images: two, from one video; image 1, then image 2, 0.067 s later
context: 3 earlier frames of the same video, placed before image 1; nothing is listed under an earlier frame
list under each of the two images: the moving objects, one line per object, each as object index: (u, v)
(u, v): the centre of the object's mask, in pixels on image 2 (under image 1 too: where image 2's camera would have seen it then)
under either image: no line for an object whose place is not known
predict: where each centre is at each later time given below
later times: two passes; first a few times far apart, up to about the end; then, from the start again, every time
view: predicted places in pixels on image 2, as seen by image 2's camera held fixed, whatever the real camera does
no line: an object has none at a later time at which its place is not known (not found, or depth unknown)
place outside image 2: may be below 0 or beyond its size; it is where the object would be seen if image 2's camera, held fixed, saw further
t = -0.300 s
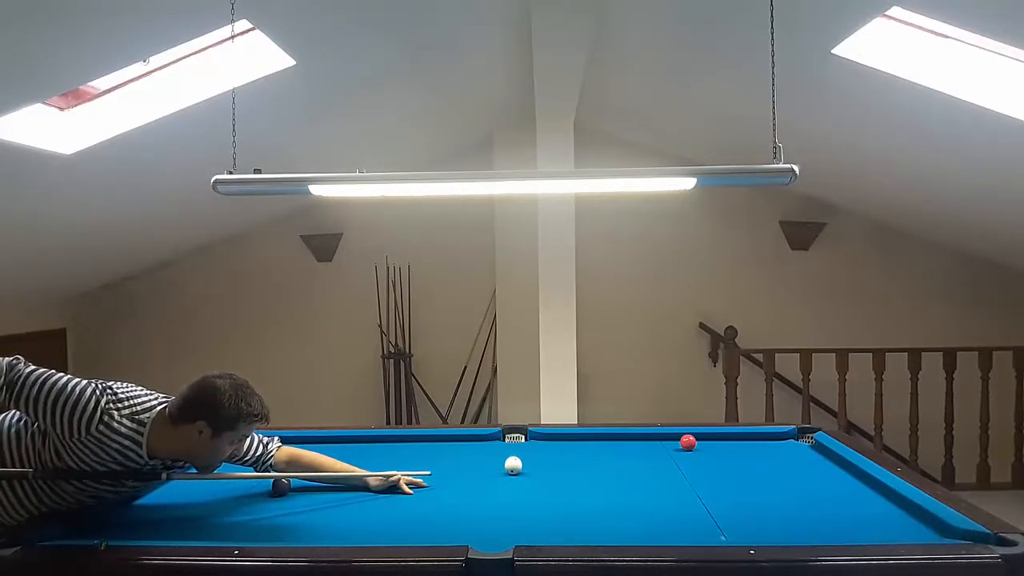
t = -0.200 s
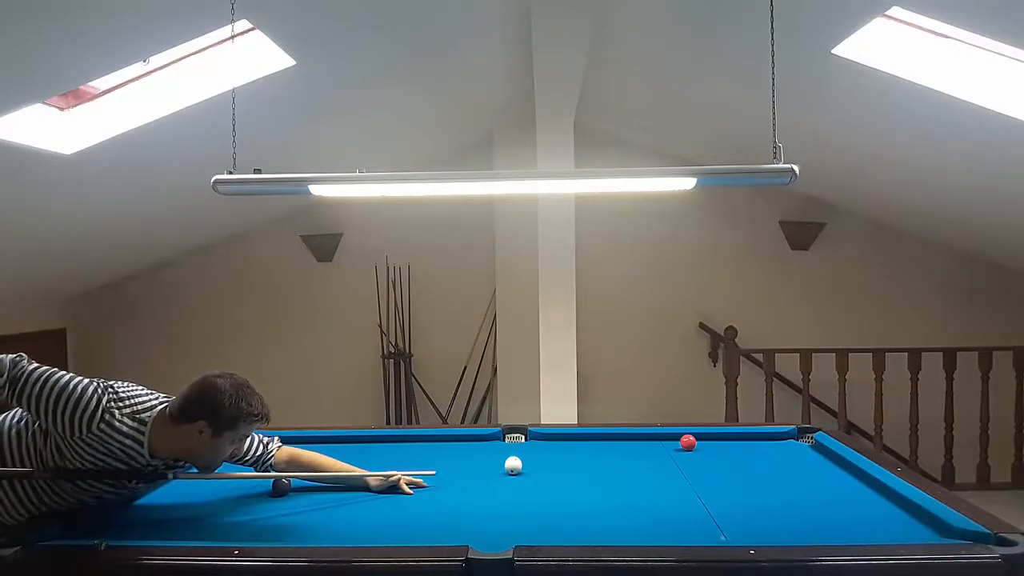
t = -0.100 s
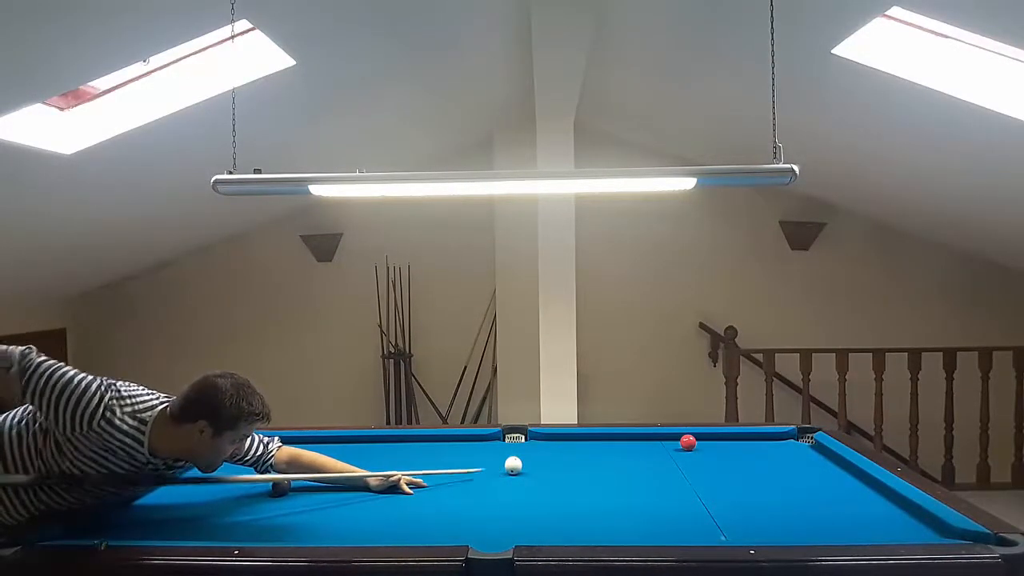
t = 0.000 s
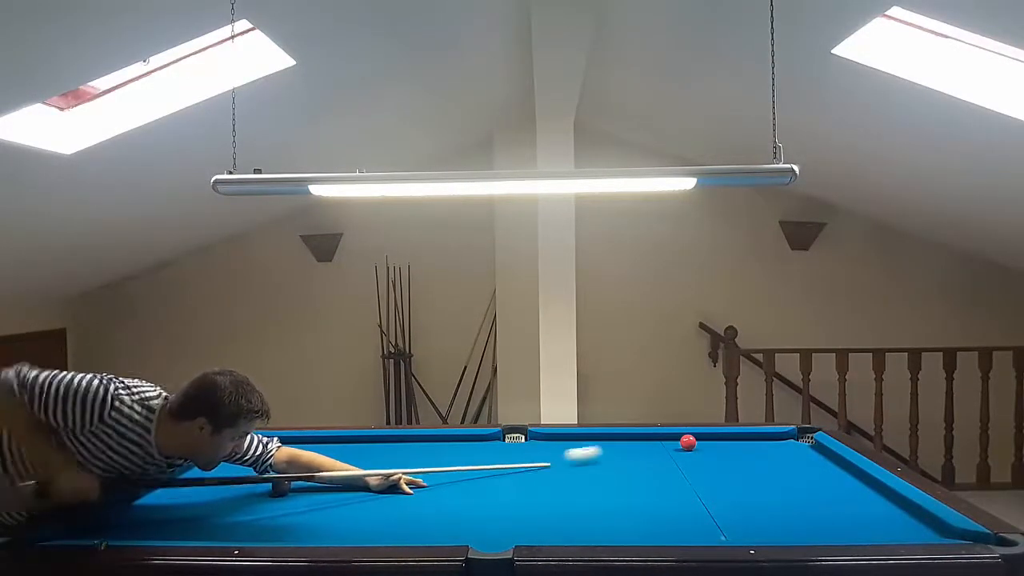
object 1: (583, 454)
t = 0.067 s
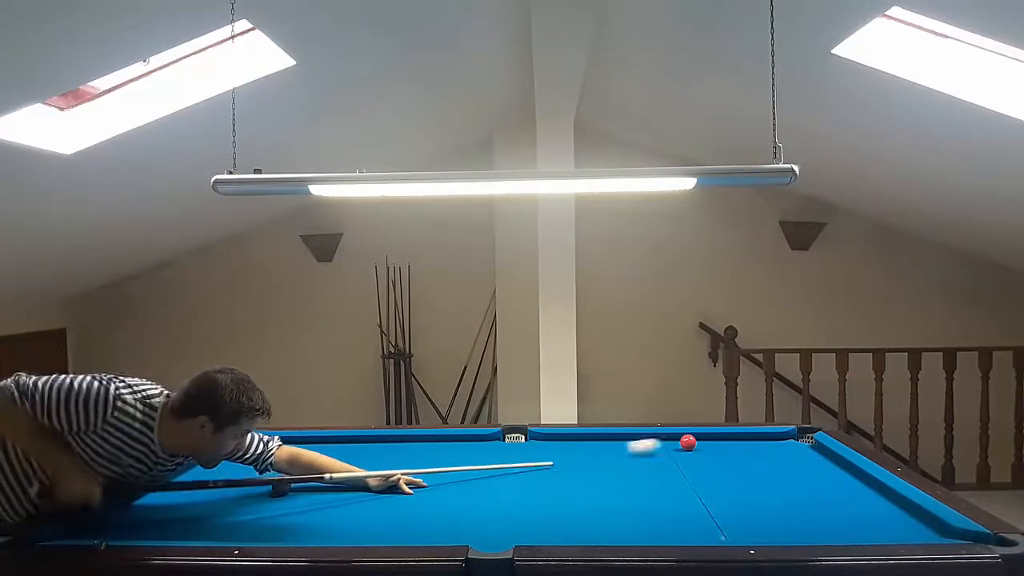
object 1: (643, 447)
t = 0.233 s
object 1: (664, 439)
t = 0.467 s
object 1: (643, 437)
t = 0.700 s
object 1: (620, 441)
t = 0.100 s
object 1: (668, 443)
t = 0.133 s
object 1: (671, 442)
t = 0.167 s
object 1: (669, 441)
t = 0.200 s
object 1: (667, 440)
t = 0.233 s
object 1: (664, 439)
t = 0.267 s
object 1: (662, 438)
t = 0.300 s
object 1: (659, 437)
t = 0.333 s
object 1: (657, 436)
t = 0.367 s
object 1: (654, 436)
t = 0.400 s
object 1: (650, 437)
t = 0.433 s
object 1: (647, 437)
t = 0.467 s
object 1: (643, 437)
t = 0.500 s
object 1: (640, 438)
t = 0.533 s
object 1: (637, 438)
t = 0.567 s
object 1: (633, 439)
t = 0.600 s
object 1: (630, 440)
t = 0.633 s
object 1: (627, 440)
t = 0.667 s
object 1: (623, 440)
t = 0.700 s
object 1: (620, 441)
